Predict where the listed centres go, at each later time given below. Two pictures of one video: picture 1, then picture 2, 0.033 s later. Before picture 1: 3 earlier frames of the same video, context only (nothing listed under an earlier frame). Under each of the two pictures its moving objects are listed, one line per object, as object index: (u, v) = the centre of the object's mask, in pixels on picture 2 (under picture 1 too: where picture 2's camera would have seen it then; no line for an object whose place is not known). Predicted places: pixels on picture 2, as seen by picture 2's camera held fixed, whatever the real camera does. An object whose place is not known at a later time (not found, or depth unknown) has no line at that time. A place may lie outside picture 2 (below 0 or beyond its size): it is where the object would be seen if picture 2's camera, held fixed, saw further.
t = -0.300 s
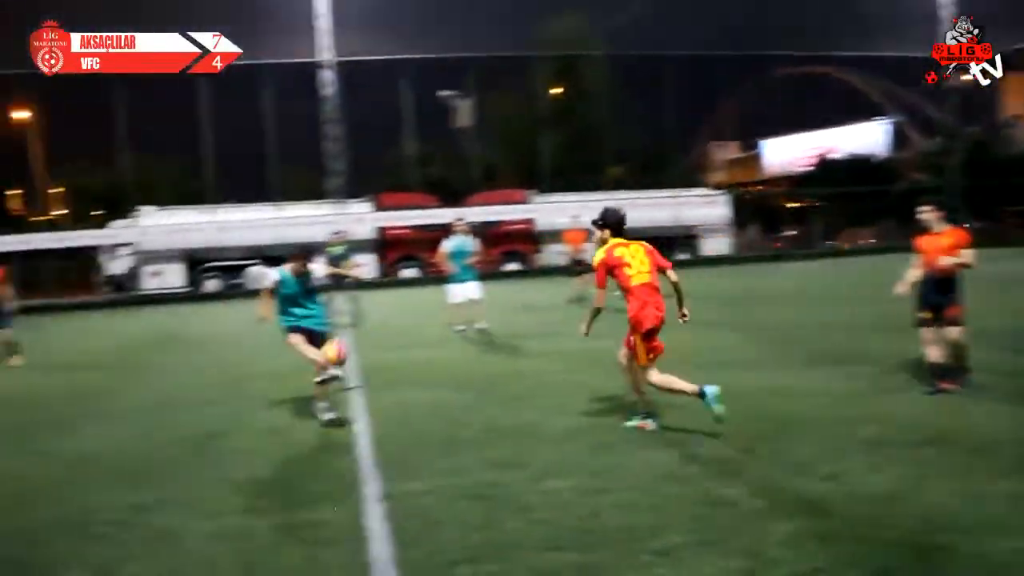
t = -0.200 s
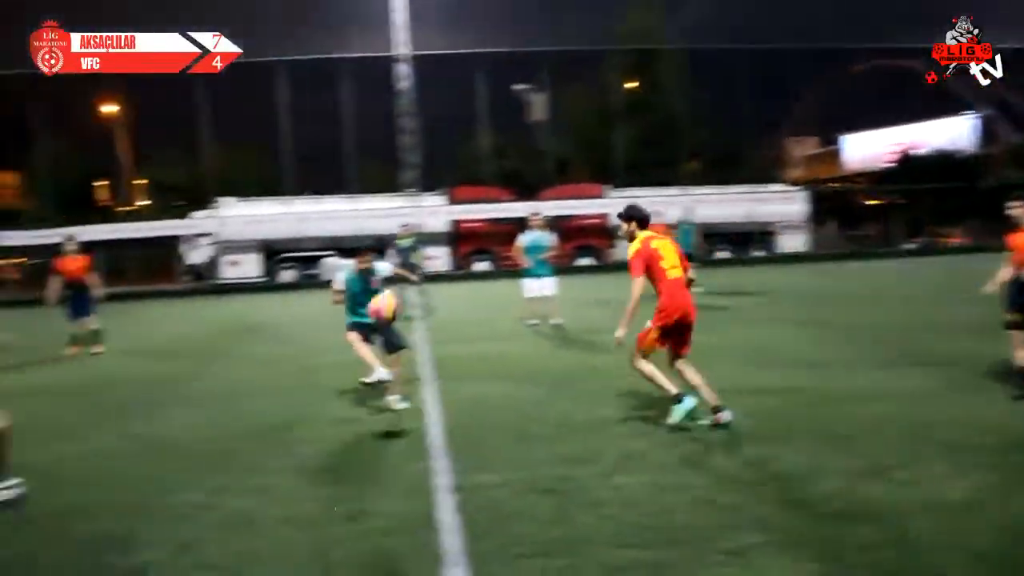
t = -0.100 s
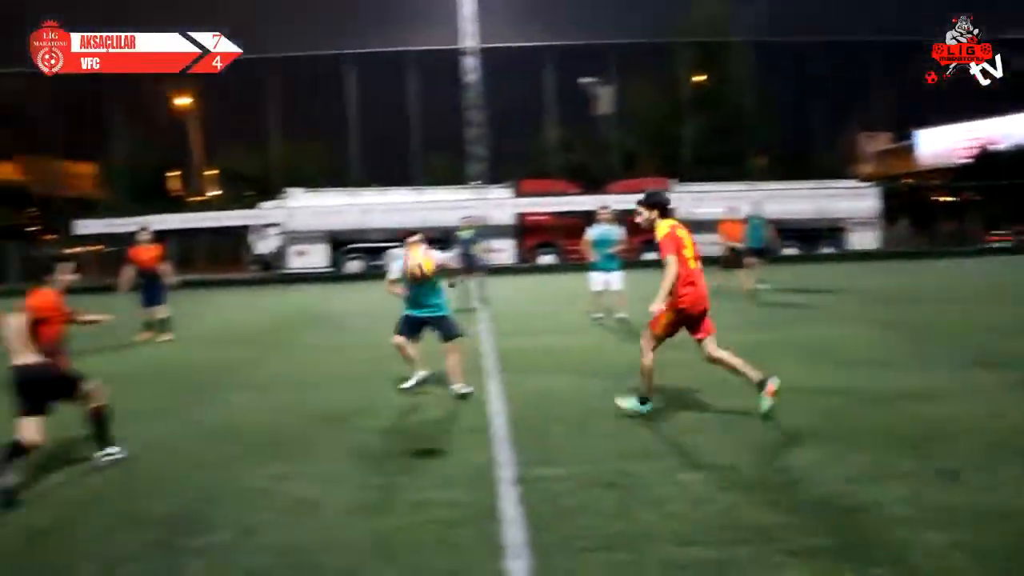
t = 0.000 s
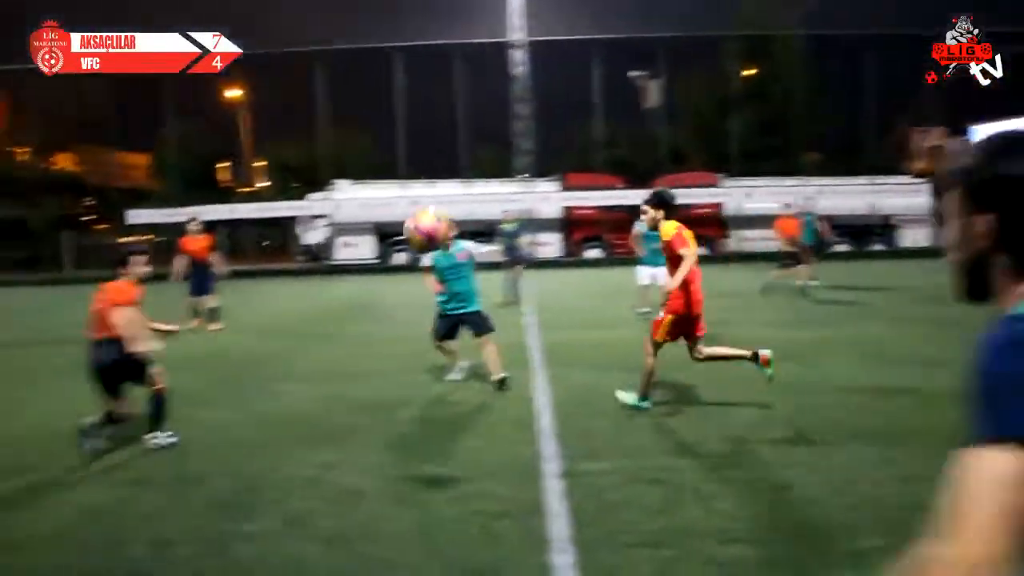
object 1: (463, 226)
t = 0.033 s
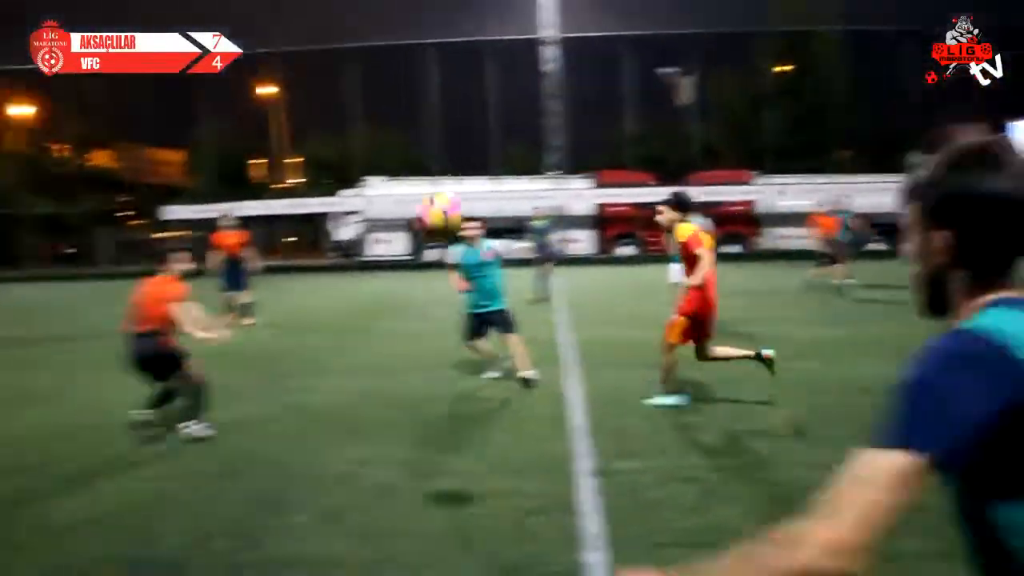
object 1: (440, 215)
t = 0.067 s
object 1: (417, 210)
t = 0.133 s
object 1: (367, 205)
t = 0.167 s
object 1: (333, 208)
